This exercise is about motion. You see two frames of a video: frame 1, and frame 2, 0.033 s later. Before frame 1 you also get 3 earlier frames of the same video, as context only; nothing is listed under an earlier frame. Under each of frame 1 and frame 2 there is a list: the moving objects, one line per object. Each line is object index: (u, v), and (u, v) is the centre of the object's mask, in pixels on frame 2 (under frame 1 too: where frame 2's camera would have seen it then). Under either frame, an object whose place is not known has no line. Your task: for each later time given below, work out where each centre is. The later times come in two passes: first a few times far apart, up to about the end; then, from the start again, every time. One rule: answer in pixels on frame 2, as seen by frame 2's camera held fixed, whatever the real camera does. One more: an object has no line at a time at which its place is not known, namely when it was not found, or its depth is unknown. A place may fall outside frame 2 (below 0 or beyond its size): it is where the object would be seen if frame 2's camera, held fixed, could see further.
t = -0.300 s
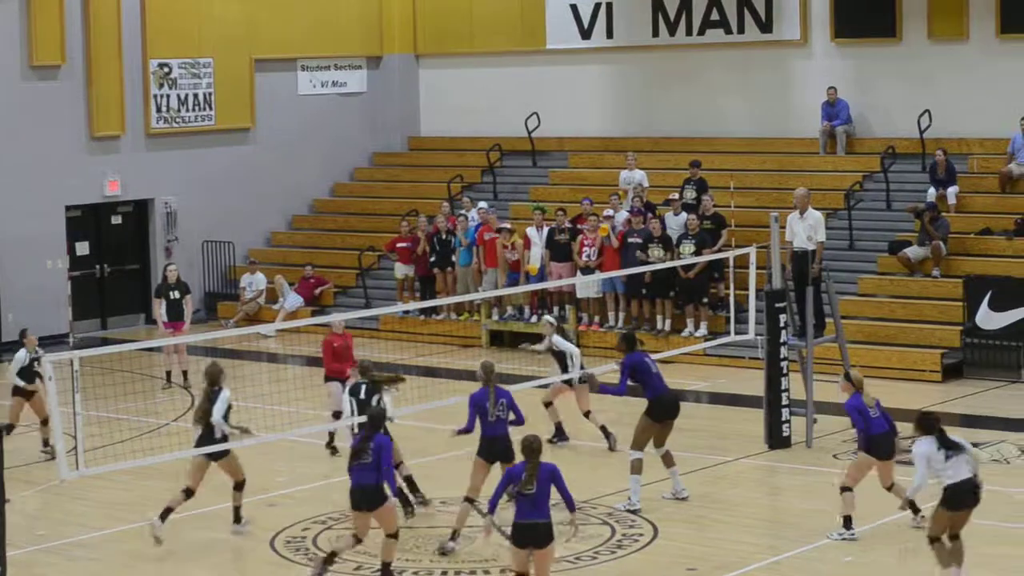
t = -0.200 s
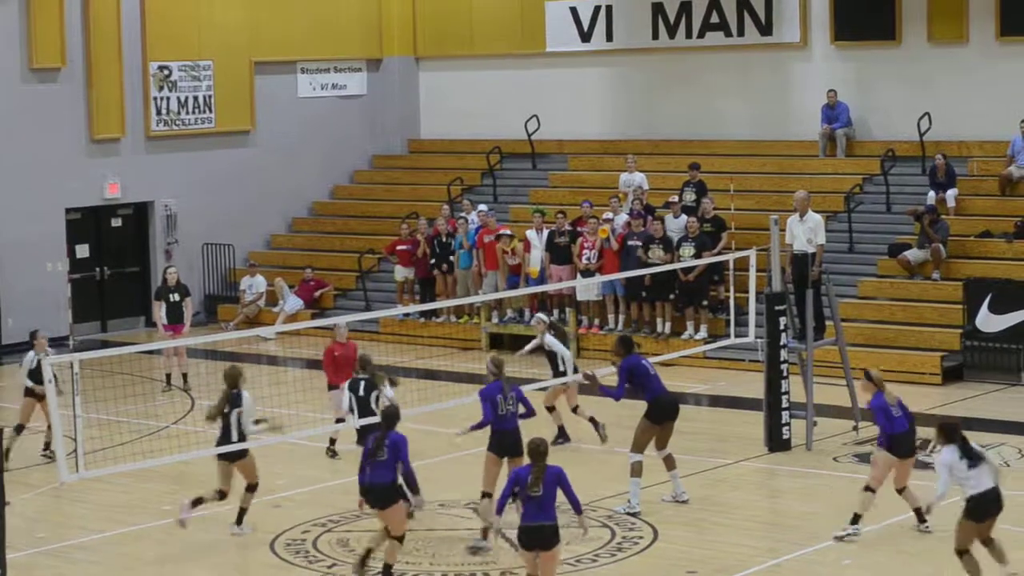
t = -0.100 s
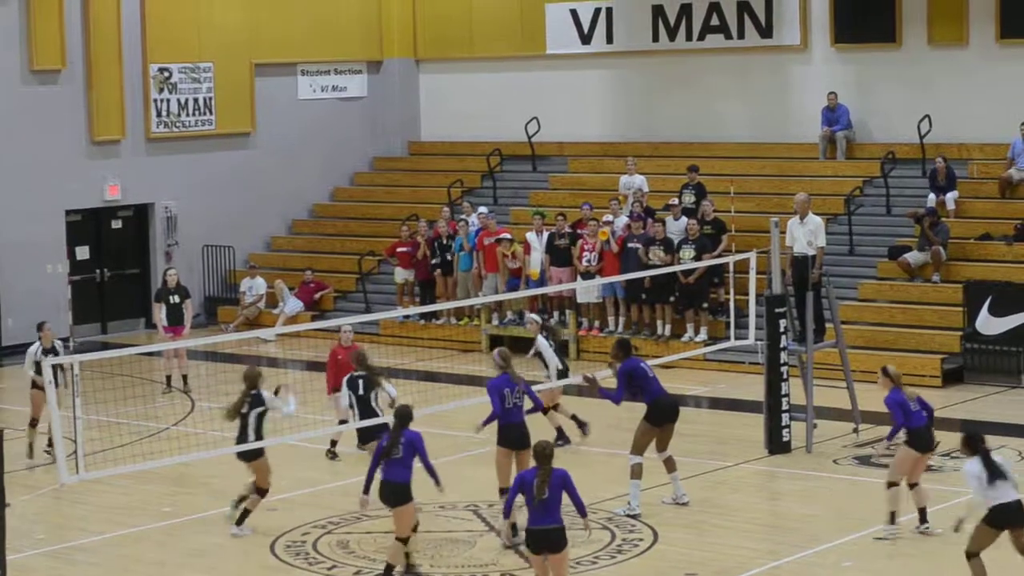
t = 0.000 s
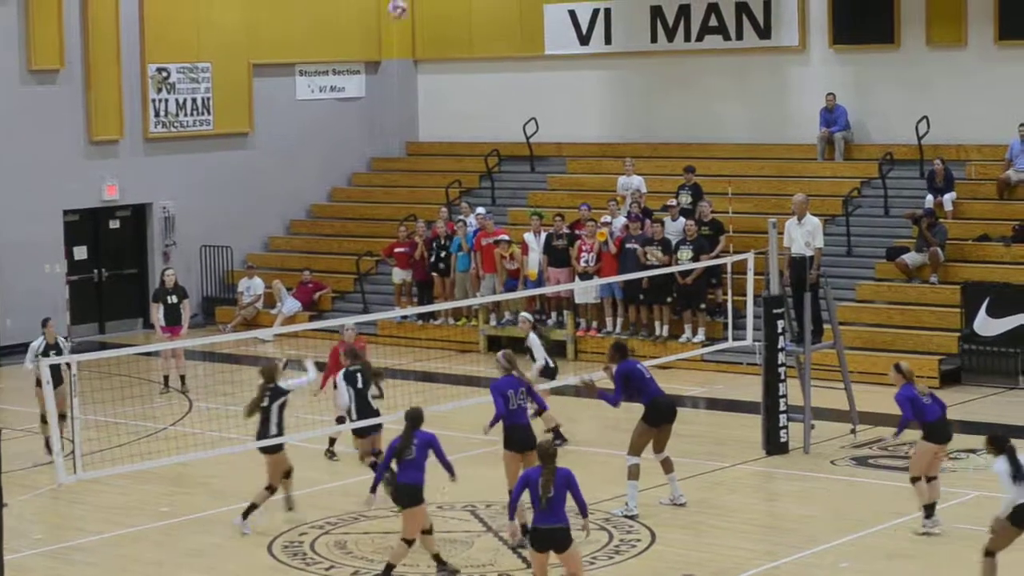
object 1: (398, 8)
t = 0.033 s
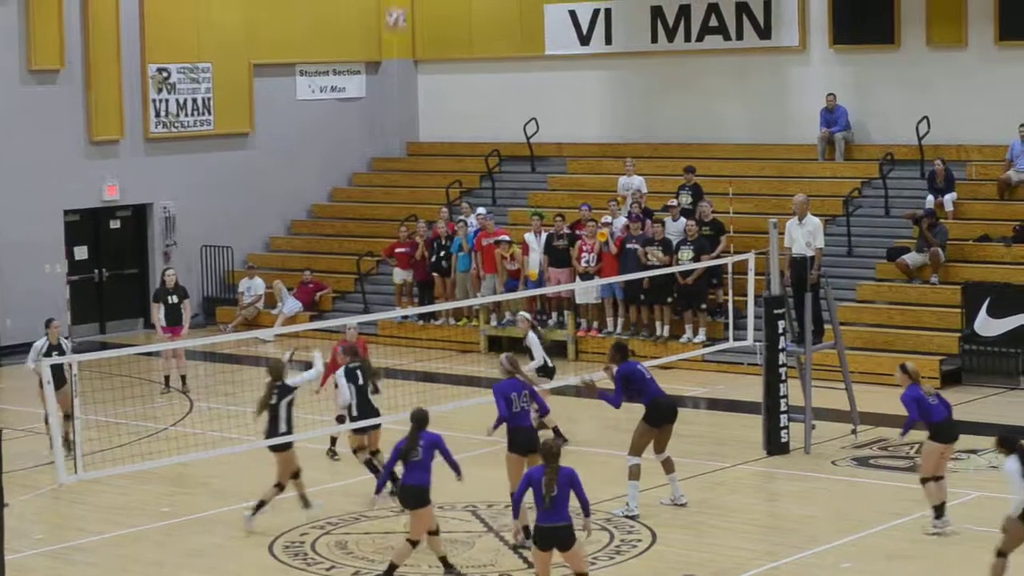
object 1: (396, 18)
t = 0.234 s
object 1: (387, 100)
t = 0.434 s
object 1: (378, 217)
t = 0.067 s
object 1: (394, 30)
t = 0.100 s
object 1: (392, 42)
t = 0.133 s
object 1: (391, 54)
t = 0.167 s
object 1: (388, 69)
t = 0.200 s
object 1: (388, 83)
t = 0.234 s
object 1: (387, 100)
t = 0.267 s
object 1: (383, 116)
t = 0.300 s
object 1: (384, 135)
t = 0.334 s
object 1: (382, 154)
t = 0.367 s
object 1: (380, 175)
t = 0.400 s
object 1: (380, 194)
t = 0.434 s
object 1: (378, 217)
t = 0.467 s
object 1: (376, 241)
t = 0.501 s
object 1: (376, 266)
